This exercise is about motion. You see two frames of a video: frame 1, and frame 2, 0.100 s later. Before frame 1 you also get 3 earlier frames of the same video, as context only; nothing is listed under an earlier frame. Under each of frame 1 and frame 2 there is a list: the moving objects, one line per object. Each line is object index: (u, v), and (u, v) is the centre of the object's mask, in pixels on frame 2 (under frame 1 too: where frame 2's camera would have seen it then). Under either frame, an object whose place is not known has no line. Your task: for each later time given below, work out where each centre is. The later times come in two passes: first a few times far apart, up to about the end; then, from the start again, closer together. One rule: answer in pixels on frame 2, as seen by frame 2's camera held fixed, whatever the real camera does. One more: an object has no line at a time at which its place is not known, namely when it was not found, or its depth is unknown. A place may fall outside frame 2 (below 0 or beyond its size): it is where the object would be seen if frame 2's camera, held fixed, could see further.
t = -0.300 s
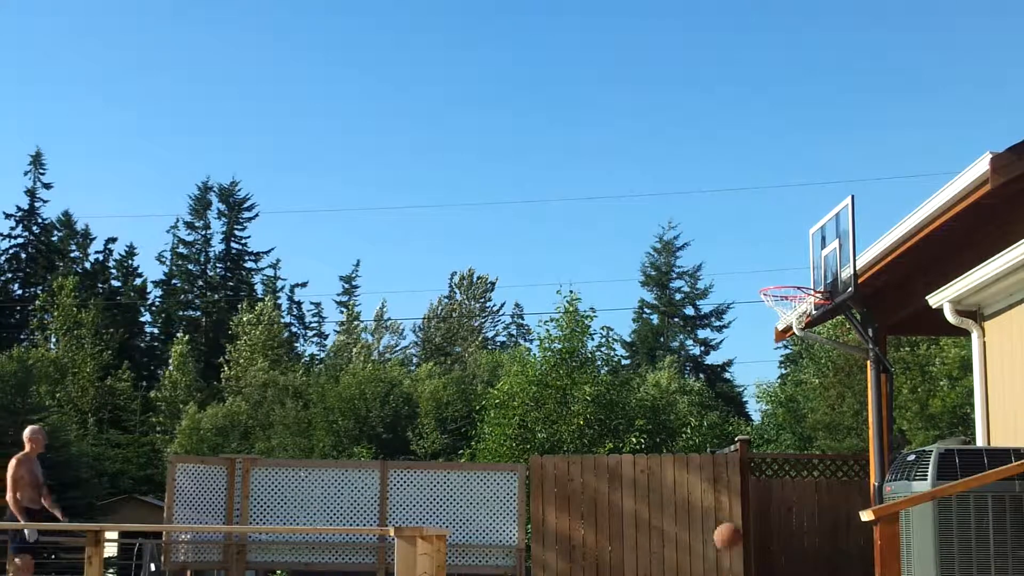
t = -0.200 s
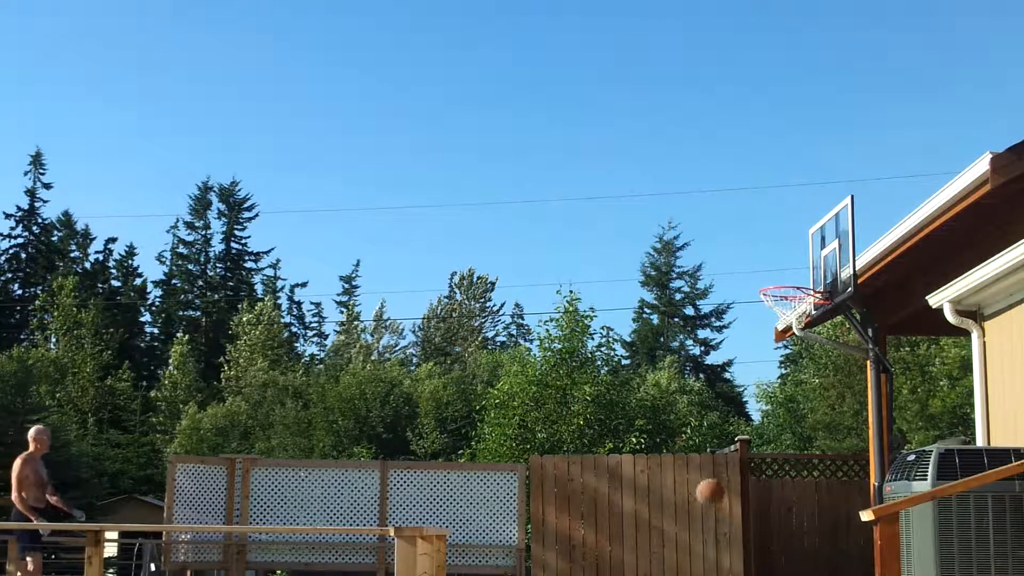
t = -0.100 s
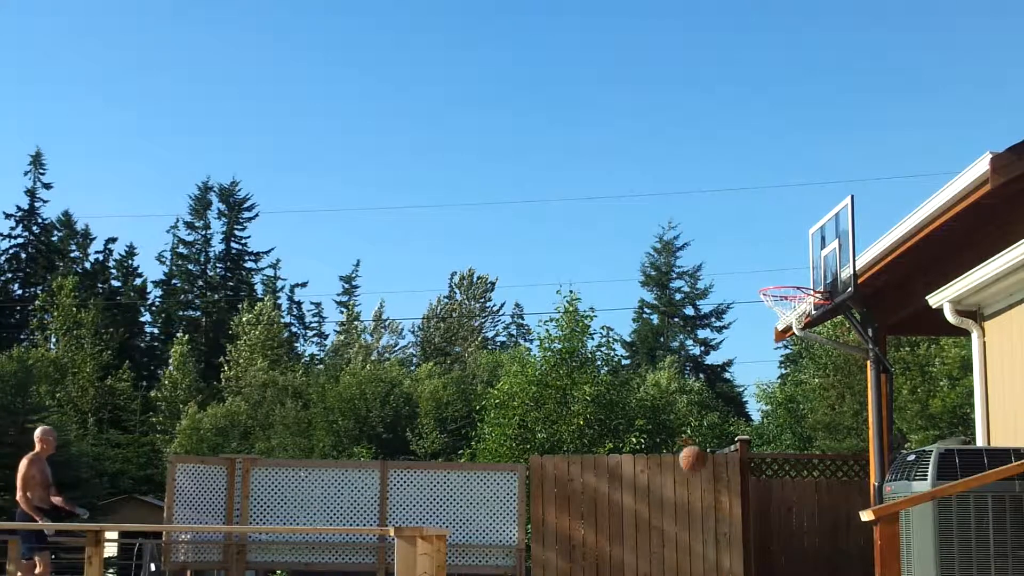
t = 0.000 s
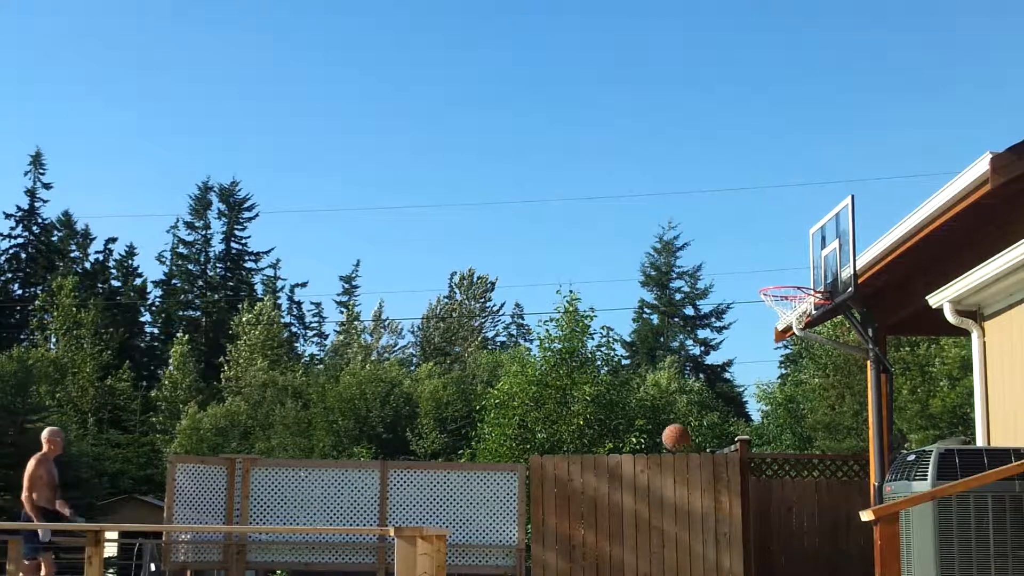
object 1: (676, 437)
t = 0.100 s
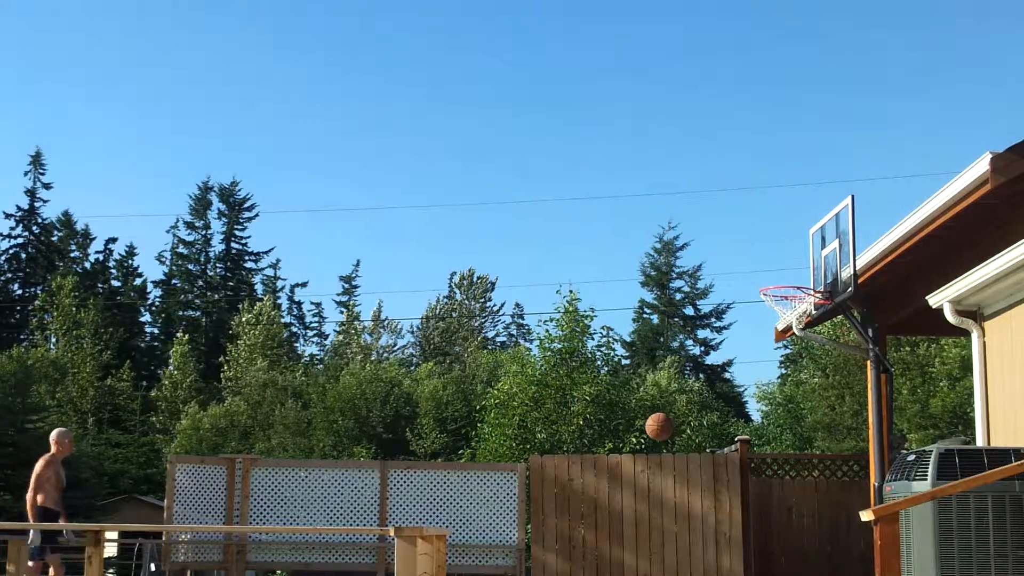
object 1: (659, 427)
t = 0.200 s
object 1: (642, 427)
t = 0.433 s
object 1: (601, 468)
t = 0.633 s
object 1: (570, 560)
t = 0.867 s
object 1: (533, 569)
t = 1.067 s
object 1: (507, 512)
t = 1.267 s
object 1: (480, 495)
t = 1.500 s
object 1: (449, 528)
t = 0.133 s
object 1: (655, 425)
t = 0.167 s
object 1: (649, 426)
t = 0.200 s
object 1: (642, 427)
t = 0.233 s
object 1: (637, 430)
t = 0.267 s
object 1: (632, 432)
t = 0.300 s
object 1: (626, 438)
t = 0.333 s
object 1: (620, 444)
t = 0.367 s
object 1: (615, 451)
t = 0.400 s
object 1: (609, 460)
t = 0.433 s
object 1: (601, 468)
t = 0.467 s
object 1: (598, 482)
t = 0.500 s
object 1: (592, 494)
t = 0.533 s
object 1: (585, 507)
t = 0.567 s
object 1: (581, 523)
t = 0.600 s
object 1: (575, 540)
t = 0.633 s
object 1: (570, 560)
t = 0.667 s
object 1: (564, 570)
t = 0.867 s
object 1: (533, 569)
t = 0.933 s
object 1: (521, 549)
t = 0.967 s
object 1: (520, 538)
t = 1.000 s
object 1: (516, 528)
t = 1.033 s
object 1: (511, 520)
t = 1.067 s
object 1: (507, 512)
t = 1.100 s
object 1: (502, 507)
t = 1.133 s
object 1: (498, 502)
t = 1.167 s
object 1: (494, 498)
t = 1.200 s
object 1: (490, 495)
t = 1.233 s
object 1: (484, 495)
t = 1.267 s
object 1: (480, 495)
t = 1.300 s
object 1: (475, 496)
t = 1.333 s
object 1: (470, 499)
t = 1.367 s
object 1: (466, 502)
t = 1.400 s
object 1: (462, 507)
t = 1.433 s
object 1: (457, 513)
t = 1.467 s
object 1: (452, 520)
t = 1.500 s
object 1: (449, 528)
